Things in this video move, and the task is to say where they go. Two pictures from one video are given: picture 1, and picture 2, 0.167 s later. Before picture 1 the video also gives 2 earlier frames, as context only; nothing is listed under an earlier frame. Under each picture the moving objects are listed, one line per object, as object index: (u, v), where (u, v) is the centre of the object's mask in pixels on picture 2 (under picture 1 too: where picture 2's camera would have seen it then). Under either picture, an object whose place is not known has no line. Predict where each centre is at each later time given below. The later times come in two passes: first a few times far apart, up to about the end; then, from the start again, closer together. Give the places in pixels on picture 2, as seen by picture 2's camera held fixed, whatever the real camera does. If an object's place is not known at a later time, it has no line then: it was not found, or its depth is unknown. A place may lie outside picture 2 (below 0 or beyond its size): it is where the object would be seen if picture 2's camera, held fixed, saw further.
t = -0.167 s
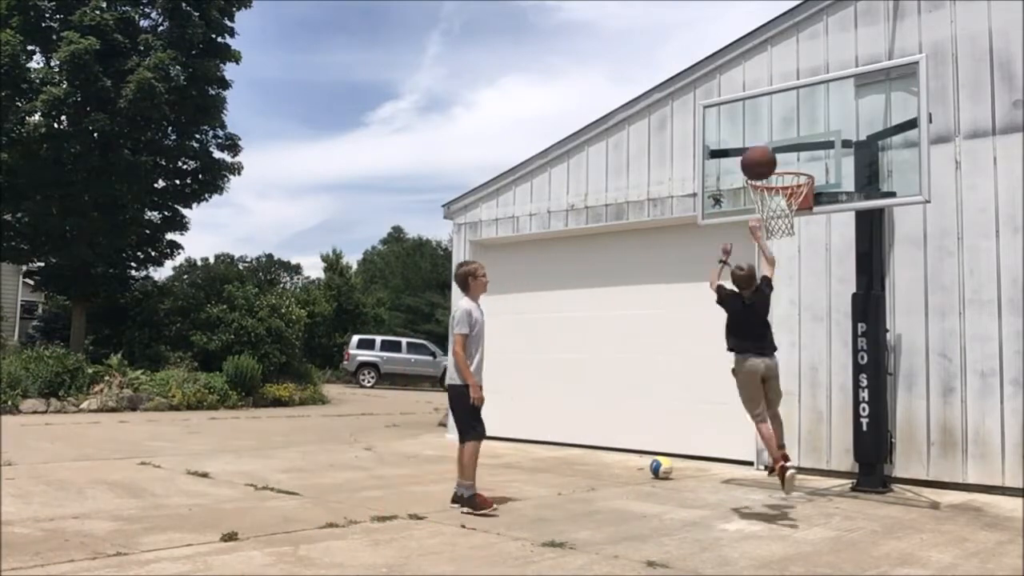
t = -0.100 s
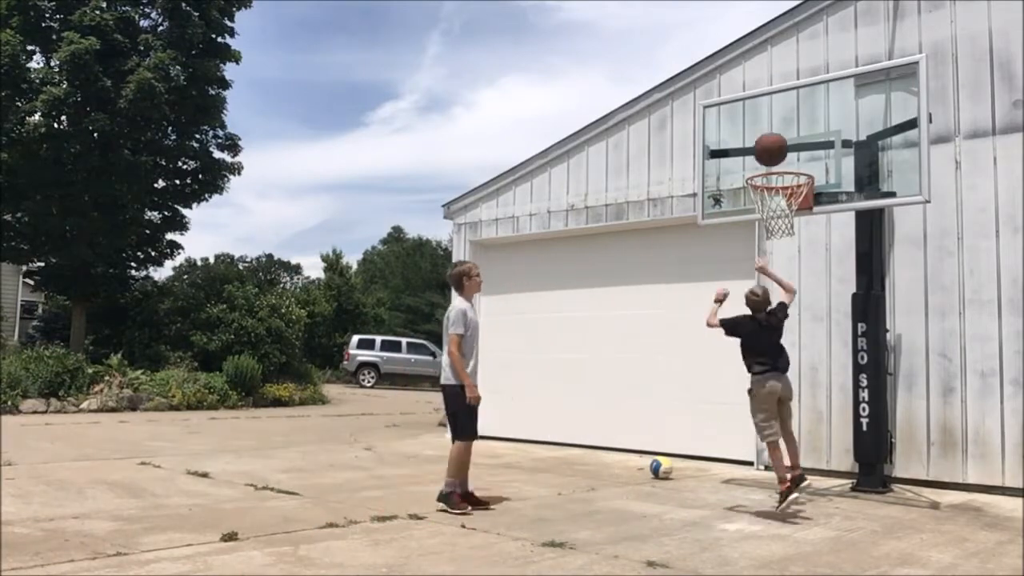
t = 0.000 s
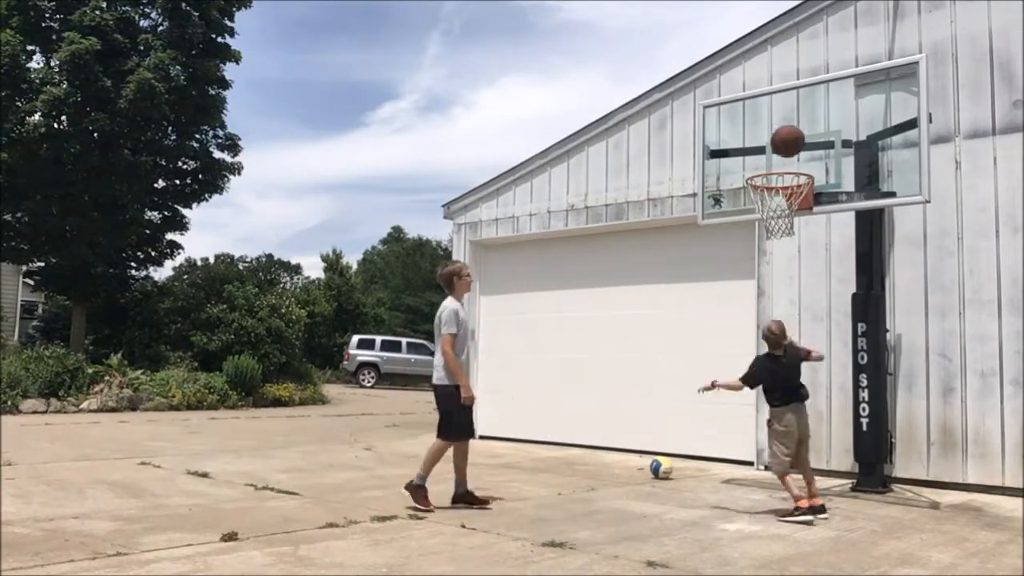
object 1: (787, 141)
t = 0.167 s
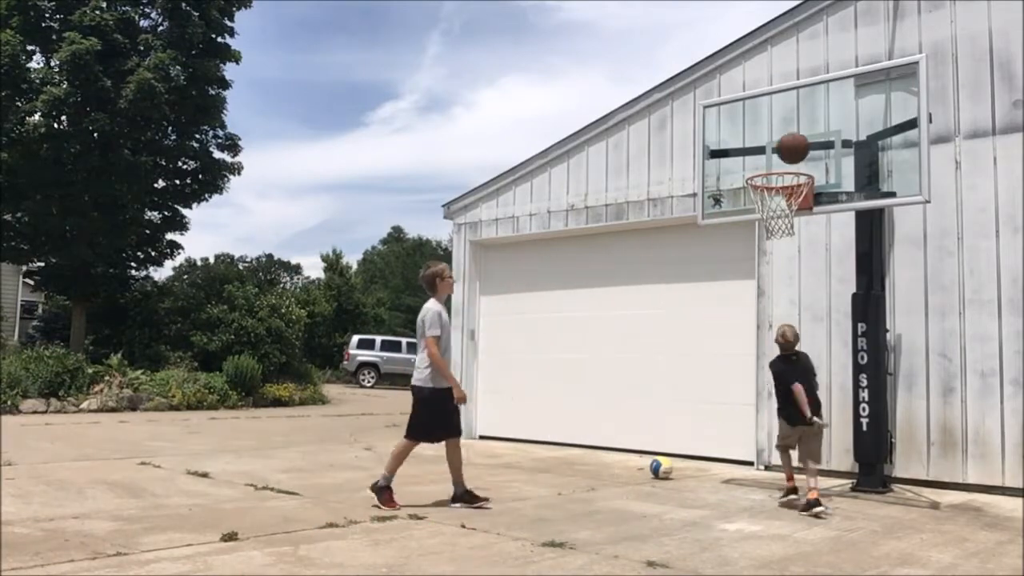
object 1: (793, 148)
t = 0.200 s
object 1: (787, 151)
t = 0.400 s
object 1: (772, 157)
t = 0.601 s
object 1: (772, 176)
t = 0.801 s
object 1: (797, 195)
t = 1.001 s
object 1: (786, 215)
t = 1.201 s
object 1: (768, 251)
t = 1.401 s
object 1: (755, 329)
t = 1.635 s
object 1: (742, 474)
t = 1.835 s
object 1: (737, 392)
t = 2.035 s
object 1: (733, 338)
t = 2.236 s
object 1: (730, 333)
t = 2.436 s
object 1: (727, 374)
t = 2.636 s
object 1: (724, 456)
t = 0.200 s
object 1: (787, 151)
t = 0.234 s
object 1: (782, 156)
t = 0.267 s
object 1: (776, 161)
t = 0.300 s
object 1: (773, 162)
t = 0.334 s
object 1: (773, 158)
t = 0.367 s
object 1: (772, 157)
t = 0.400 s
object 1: (772, 157)
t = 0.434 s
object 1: (771, 157)
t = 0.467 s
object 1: (771, 159)
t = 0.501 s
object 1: (770, 163)
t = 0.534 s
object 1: (770, 169)
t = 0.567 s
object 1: (769, 176)
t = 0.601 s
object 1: (772, 176)
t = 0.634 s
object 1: (777, 176)
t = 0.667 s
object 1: (781, 177)
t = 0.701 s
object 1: (786, 180)
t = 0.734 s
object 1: (790, 185)
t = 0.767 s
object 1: (793, 190)
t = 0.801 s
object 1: (797, 195)
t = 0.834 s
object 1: (798, 200)
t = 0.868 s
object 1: (797, 202)
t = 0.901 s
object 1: (796, 206)
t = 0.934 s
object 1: (793, 207)
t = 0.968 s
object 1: (790, 210)
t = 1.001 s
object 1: (786, 215)
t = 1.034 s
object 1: (783, 218)
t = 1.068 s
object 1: (779, 224)
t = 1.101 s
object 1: (776, 229)
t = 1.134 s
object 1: (773, 240)
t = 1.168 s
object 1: (770, 244)
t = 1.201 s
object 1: (768, 251)
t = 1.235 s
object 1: (766, 261)
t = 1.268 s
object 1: (764, 272)
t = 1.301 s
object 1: (762, 284)
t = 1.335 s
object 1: (759, 298)
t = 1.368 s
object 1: (757, 313)
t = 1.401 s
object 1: (755, 329)
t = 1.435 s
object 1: (753, 346)
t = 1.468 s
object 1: (751, 364)
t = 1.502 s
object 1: (749, 384)
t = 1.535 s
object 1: (747, 405)
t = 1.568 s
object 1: (746, 427)
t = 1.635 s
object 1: (742, 474)
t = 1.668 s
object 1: (741, 481)
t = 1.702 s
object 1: (740, 459)
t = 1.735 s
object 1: (739, 440)
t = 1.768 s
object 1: (738, 422)
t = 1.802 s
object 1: (738, 406)
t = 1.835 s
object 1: (737, 392)
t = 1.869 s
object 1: (736, 379)
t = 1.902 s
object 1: (736, 368)
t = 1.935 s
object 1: (735, 358)
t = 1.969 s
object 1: (734, 350)
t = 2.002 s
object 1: (734, 343)
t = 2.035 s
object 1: (733, 338)
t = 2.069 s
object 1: (733, 334)
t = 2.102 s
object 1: (732, 331)
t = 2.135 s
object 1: (732, 330)
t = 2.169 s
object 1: (731, 330)
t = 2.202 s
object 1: (731, 331)
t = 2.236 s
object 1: (730, 333)
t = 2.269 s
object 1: (729, 337)
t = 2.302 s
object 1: (729, 342)
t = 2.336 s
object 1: (728, 348)
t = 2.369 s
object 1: (728, 355)
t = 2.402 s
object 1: (727, 364)
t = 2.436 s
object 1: (727, 374)
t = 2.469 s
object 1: (726, 385)
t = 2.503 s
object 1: (726, 397)
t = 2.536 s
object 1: (725, 410)
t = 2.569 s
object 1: (725, 424)
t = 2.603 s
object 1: (724, 440)
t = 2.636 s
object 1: (724, 456)
